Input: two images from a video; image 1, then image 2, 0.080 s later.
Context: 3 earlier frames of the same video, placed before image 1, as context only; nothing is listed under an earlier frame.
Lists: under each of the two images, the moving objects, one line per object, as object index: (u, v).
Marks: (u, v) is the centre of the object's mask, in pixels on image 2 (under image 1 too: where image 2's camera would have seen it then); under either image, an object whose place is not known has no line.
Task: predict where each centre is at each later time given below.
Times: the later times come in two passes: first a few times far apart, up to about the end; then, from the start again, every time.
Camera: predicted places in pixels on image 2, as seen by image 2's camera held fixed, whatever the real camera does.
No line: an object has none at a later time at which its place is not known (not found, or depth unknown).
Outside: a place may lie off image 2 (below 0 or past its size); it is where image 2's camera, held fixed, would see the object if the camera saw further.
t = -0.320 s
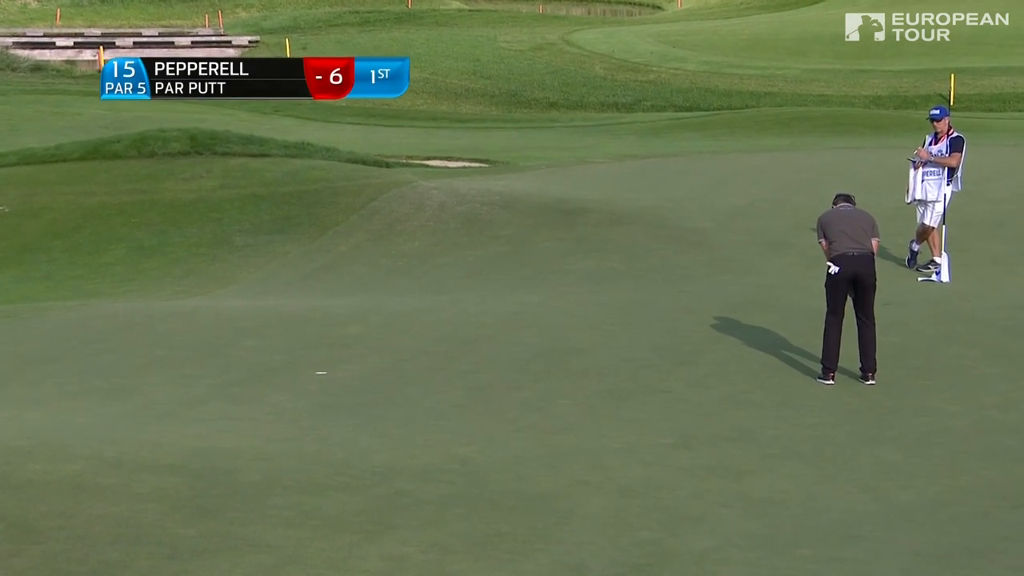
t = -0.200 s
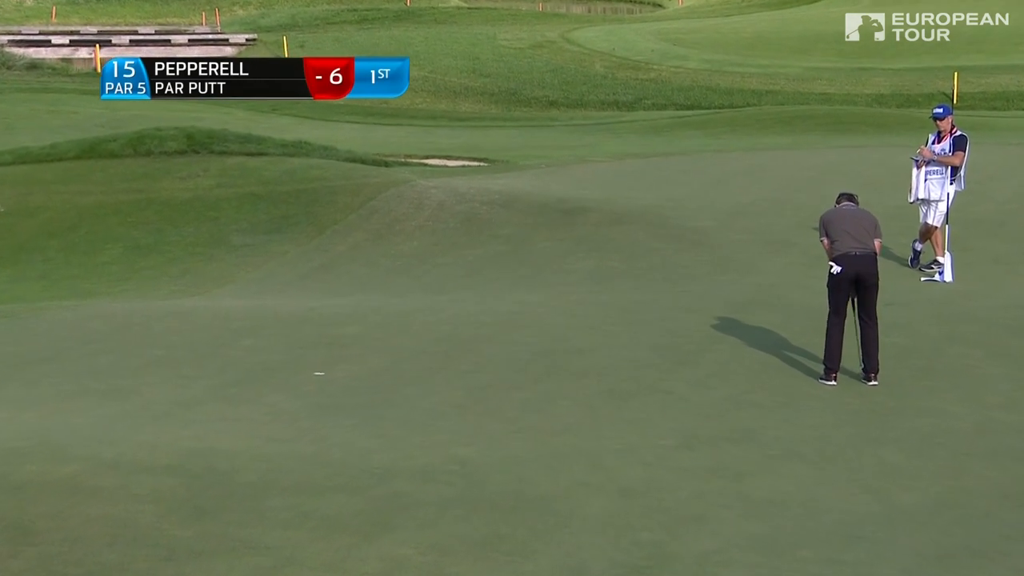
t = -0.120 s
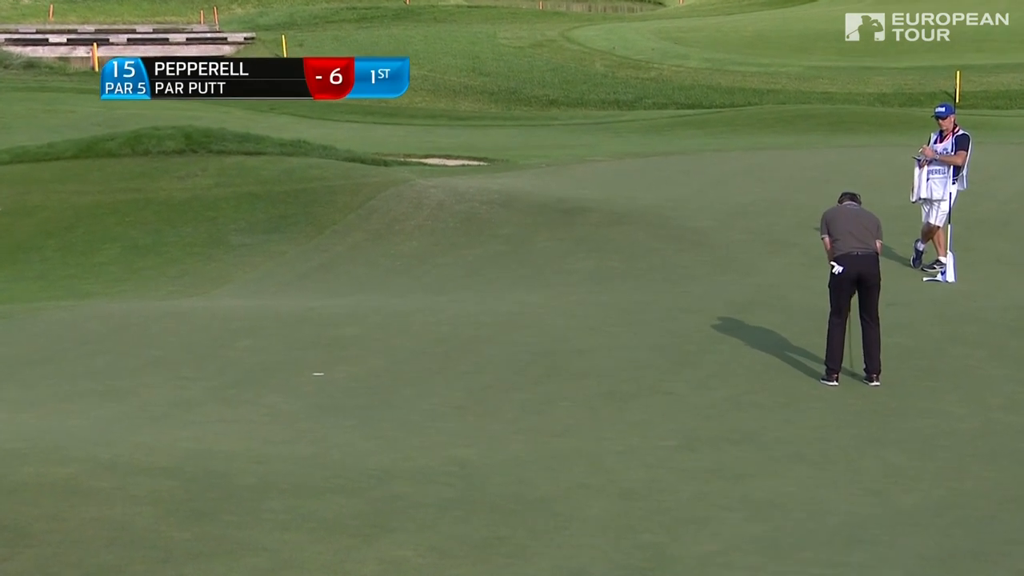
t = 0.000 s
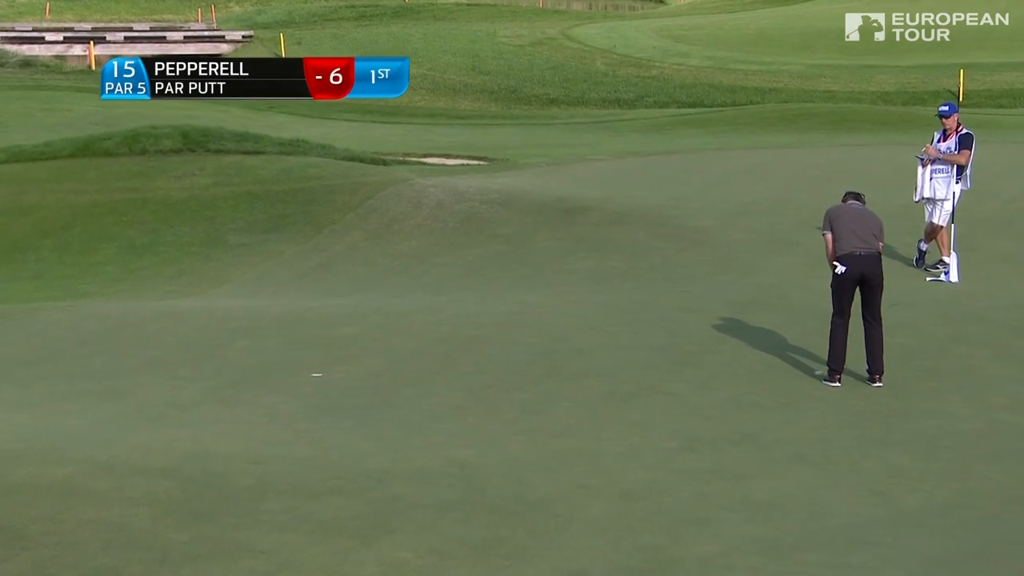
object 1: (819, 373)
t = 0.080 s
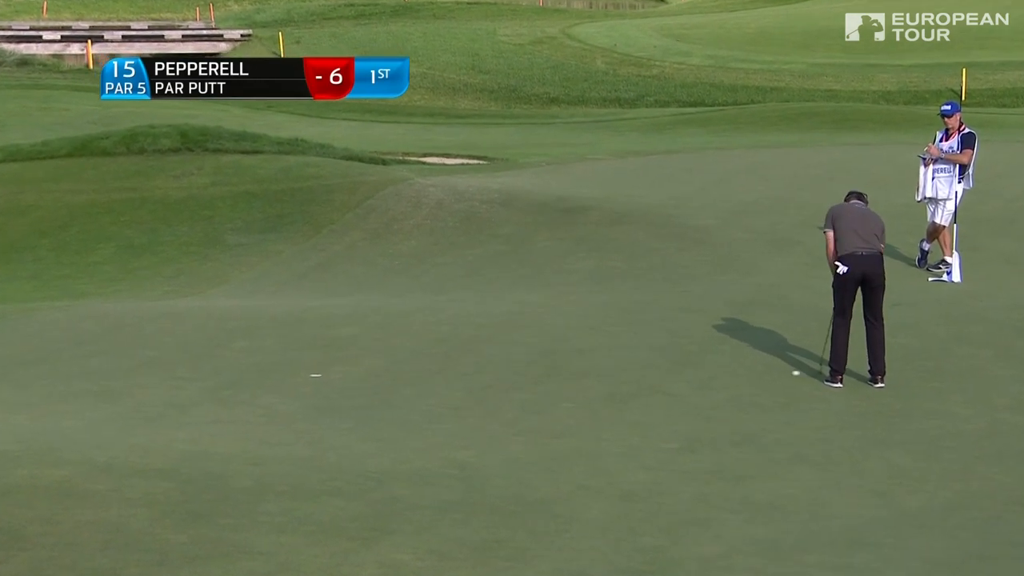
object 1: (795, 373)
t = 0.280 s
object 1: (746, 372)
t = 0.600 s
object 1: (674, 372)
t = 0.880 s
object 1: (617, 373)
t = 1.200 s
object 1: (558, 373)
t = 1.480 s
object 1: (510, 373)
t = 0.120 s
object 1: (785, 373)
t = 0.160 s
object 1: (775, 373)
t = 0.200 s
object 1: (765, 373)
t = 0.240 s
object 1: (756, 372)
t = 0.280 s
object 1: (746, 372)
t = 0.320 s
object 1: (737, 372)
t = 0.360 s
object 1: (728, 372)
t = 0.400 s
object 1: (719, 372)
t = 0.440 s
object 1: (710, 372)
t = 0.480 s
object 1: (700, 372)
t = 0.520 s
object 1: (691, 372)
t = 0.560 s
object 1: (683, 372)
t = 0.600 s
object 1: (674, 372)
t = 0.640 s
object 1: (666, 372)
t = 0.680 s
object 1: (657, 372)
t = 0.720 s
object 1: (649, 372)
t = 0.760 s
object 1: (641, 372)
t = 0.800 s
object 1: (633, 372)
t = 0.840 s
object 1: (625, 372)
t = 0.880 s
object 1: (617, 373)
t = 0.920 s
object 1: (610, 373)
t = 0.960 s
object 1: (602, 372)
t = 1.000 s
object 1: (594, 373)
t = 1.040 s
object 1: (587, 373)
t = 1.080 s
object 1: (579, 373)
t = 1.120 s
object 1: (572, 373)
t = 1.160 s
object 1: (565, 373)
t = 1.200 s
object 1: (558, 373)
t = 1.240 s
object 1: (551, 373)
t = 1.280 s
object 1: (544, 372)
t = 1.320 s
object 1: (537, 373)
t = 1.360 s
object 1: (530, 372)
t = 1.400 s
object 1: (523, 373)
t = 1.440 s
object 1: (517, 373)
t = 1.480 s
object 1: (510, 373)
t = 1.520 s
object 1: (504, 373)
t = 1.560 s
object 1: (498, 373)
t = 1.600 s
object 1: (491, 373)
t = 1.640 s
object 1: (485, 372)
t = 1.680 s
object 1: (479, 373)
